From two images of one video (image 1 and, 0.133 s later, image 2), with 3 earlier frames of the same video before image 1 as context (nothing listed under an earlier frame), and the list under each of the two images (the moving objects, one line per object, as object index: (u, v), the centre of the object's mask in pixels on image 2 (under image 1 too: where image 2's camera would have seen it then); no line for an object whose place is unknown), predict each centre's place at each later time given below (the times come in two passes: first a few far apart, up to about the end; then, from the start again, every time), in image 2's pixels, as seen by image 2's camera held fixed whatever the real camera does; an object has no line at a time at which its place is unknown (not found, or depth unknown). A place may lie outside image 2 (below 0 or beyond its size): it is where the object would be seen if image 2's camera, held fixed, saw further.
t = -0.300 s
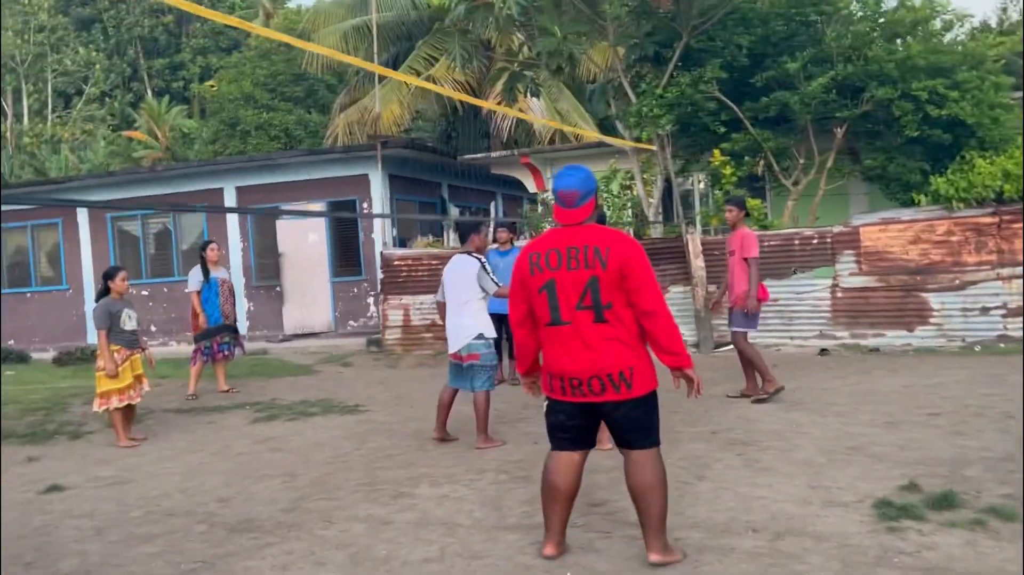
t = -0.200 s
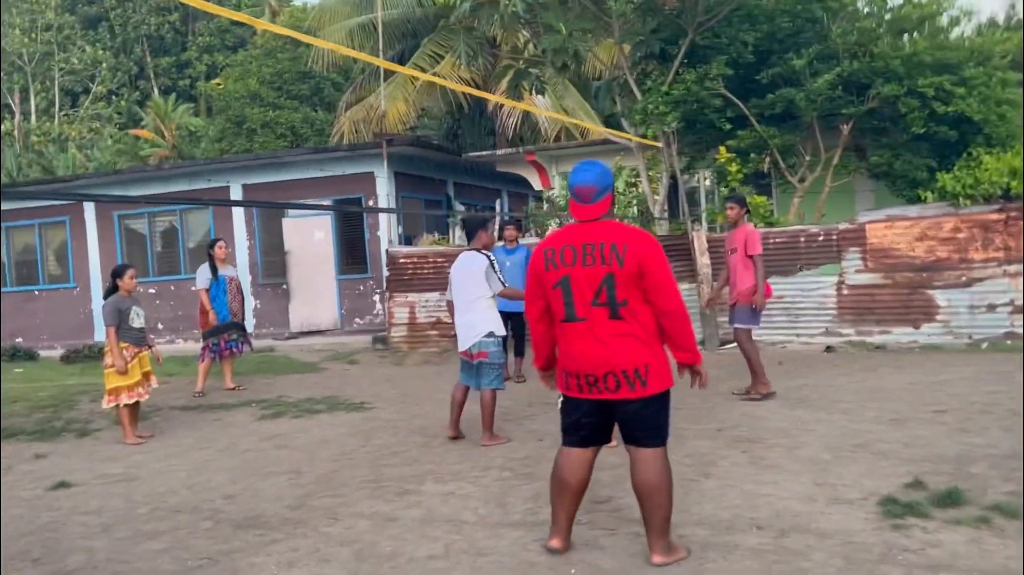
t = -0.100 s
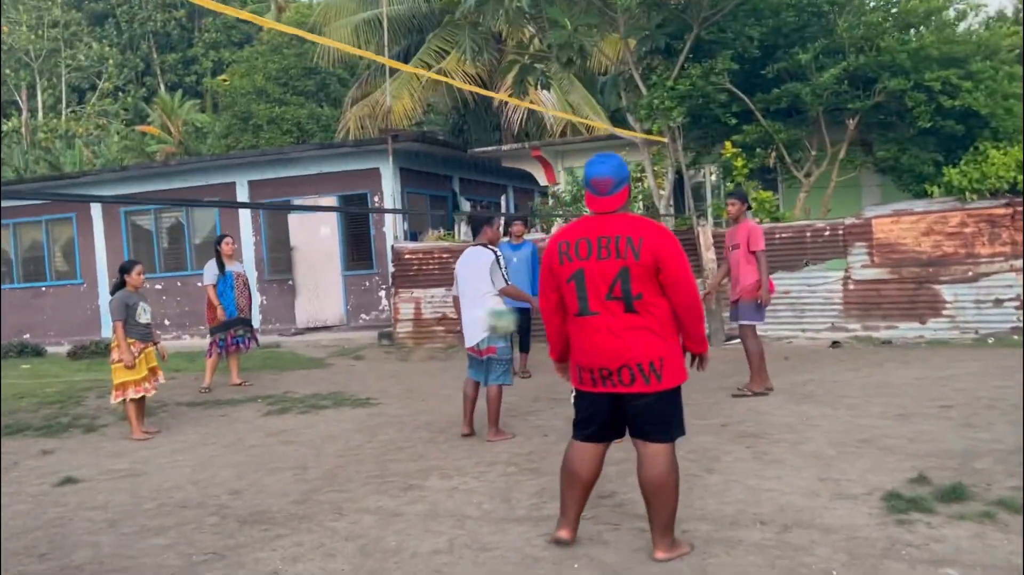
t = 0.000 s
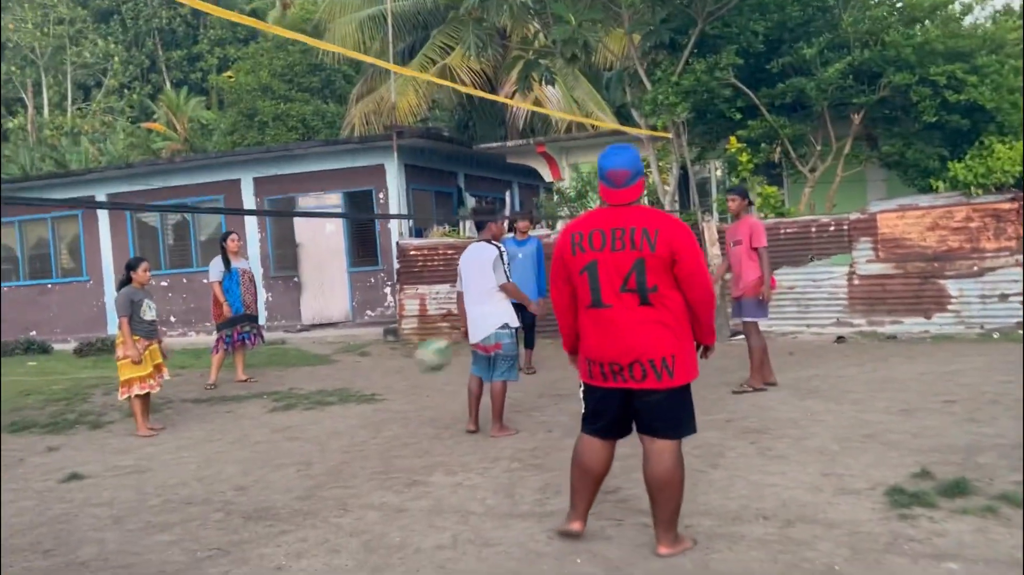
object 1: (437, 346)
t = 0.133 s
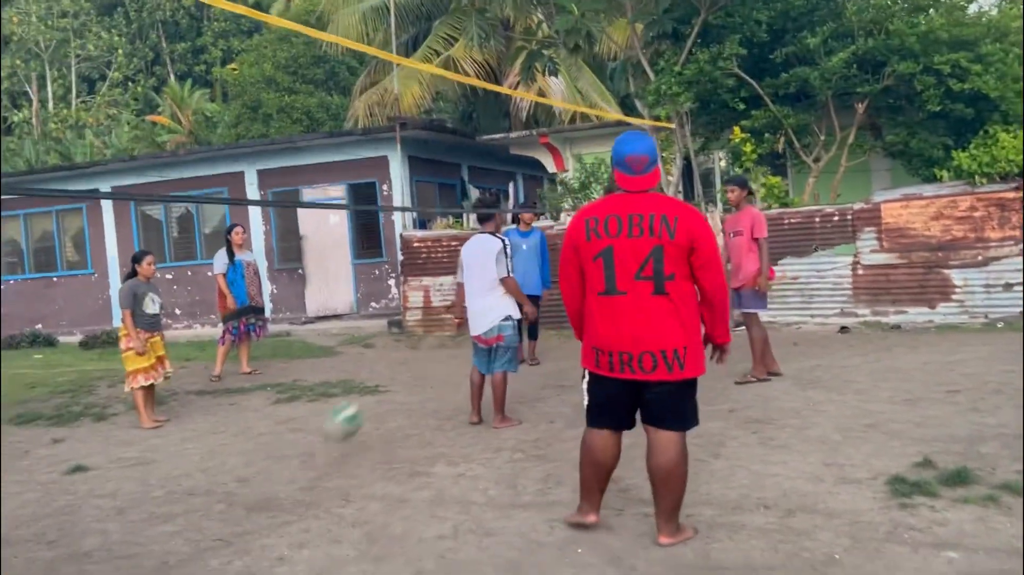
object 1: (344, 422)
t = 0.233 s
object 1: (294, 433)
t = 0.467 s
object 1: (213, 393)
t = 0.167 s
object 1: (323, 445)
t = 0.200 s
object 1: (306, 445)
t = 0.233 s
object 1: (294, 433)
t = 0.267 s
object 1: (280, 422)
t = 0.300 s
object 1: (270, 413)
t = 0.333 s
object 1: (257, 405)
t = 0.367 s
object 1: (247, 399)
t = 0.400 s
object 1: (235, 396)
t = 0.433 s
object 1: (223, 394)
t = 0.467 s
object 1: (213, 393)
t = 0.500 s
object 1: (202, 393)
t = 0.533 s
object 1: (191, 397)
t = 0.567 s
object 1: (181, 401)
